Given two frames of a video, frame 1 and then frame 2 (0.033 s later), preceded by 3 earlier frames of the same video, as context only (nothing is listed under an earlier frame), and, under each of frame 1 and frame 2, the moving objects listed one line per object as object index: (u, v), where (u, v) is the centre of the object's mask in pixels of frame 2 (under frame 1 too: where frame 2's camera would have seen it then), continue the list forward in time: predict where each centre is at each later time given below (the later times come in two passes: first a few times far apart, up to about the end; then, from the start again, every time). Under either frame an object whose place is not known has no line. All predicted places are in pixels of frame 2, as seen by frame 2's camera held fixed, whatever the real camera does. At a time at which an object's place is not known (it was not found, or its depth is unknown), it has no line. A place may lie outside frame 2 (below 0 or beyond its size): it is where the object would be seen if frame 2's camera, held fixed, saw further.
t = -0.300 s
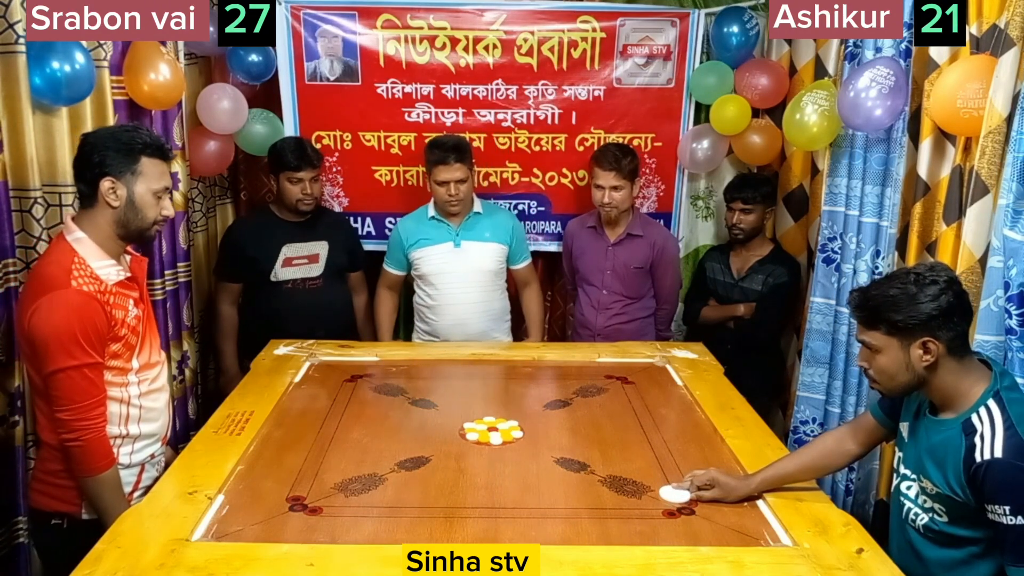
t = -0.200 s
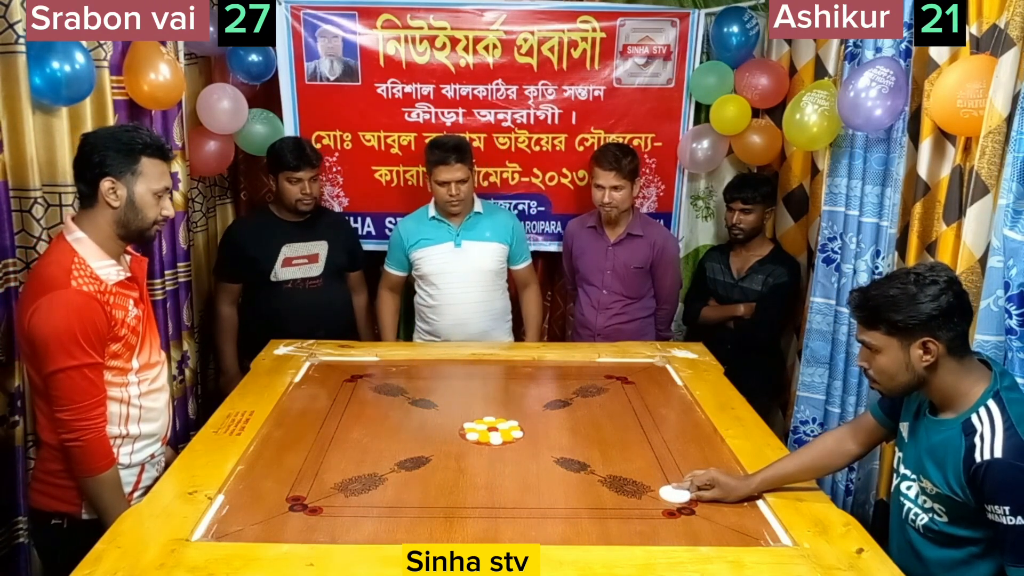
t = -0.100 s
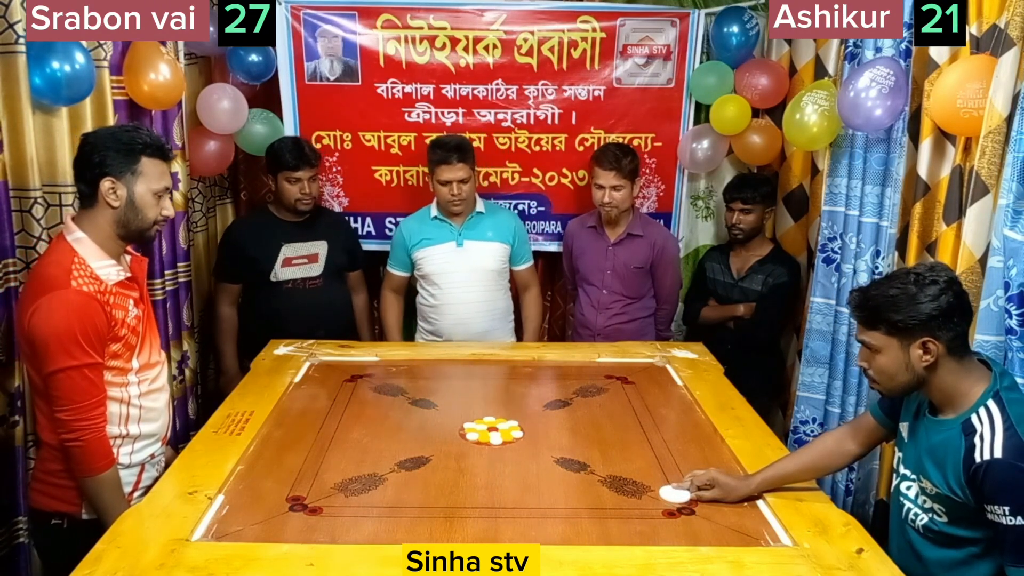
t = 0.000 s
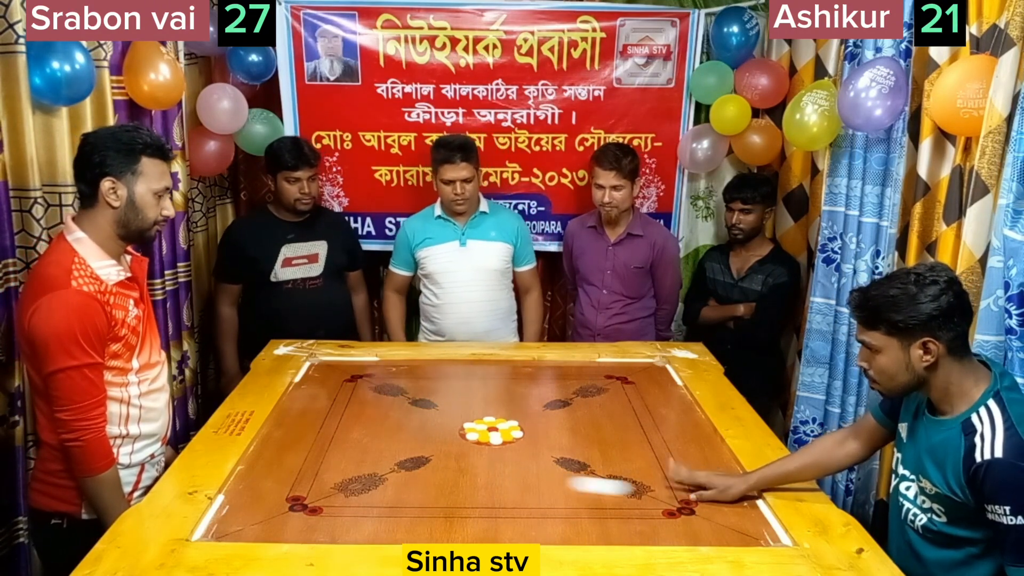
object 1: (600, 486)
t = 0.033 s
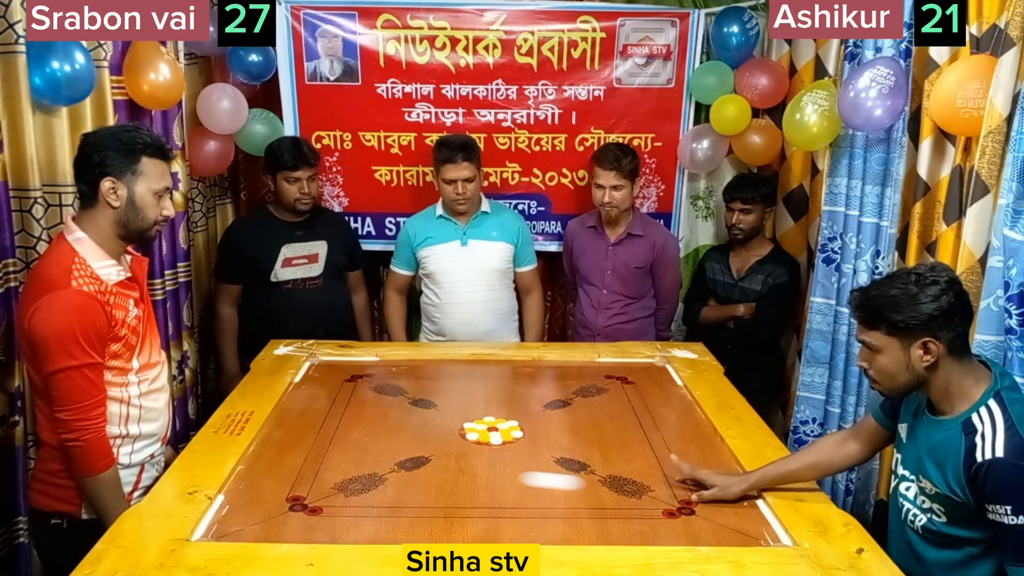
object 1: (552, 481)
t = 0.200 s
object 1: (333, 458)
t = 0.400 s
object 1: (392, 443)
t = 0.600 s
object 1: (465, 446)
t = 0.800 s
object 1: (477, 454)
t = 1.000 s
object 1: (482, 457)
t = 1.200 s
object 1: (484, 459)
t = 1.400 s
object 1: (484, 459)
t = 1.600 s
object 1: (484, 459)
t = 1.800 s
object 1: (484, 459)
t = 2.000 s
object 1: (484, 459)
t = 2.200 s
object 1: (484, 459)
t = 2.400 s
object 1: (484, 459)
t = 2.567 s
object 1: (484, 459)
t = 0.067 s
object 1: (506, 476)
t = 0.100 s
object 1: (461, 472)
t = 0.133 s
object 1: (417, 467)
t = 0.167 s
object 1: (374, 462)
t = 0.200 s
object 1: (333, 458)
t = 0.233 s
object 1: (292, 453)
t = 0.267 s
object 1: (275, 449)
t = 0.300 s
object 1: (304, 448)
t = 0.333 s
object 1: (334, 446)
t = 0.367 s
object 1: (364, 445)
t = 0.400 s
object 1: (392, 443)
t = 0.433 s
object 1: (419, 441)
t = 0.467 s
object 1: (445, 440)
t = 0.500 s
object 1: (456, 441)
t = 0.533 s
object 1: (459, 443)
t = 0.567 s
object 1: (462, 445)
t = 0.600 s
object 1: (465, 446)
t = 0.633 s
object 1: (467, 448)
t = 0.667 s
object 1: (470, 449)
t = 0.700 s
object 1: (472, 451)
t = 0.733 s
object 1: (474, 452)
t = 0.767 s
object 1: (475, 453)
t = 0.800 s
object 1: (477, 454)
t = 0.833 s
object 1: (478, 455)
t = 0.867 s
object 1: (479, 455)
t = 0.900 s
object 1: (480, 456)
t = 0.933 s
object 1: (481, 456)
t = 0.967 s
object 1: (482, 457)
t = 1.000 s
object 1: (482, 457)
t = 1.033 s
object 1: (483, 458)
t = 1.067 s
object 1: (483, 458)
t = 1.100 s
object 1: (484, 459)
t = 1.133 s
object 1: (484, 459)
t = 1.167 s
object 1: (484, 459)
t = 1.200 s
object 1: (484, 459)
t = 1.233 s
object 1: (484, 459)
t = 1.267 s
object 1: (484, 459)
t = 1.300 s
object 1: (484, 459)
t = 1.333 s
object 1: (484, 459)
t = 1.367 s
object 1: (484, 459)
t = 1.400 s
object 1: (484, 459)
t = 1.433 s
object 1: (484, 459)
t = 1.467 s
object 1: (484, 459)
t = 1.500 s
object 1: (484, 459)
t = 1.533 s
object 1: (484, 459)
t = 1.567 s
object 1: (484, 459)
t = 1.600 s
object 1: (484, 459)
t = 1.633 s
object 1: (484, 459)
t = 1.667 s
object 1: (484, 459)
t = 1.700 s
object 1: (484, 459)
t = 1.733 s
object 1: (484, 459)
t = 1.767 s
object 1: (484, 459)
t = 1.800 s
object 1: (484, 459)
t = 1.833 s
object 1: (484, 459)
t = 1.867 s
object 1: (484, 459)
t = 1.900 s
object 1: (484, 459)
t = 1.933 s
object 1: (484, 459)
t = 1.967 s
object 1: (484, 459)
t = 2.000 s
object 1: (484, 459)
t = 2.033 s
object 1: (484, 459)
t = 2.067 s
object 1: (484, 459)
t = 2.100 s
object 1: (484, 459)
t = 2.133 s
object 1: (484, 459)
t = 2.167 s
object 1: (484, 459)
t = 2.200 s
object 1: (484, 459)
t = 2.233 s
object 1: (484, 459)
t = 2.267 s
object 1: (484, 459)
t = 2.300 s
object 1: (484, 459)
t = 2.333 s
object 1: (484, 459)
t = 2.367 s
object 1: (484, 459)
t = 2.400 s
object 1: (484, 459)
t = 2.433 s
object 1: (484, 459)
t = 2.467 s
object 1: (484, 459)
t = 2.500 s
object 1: (484, 459)
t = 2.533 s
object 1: (484, 459)
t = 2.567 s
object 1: (484, 459)
